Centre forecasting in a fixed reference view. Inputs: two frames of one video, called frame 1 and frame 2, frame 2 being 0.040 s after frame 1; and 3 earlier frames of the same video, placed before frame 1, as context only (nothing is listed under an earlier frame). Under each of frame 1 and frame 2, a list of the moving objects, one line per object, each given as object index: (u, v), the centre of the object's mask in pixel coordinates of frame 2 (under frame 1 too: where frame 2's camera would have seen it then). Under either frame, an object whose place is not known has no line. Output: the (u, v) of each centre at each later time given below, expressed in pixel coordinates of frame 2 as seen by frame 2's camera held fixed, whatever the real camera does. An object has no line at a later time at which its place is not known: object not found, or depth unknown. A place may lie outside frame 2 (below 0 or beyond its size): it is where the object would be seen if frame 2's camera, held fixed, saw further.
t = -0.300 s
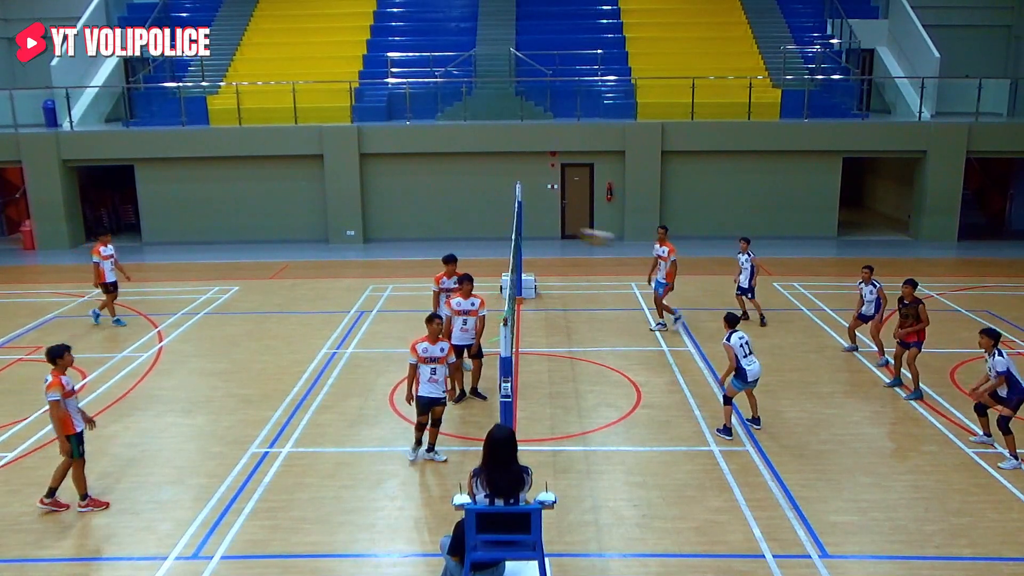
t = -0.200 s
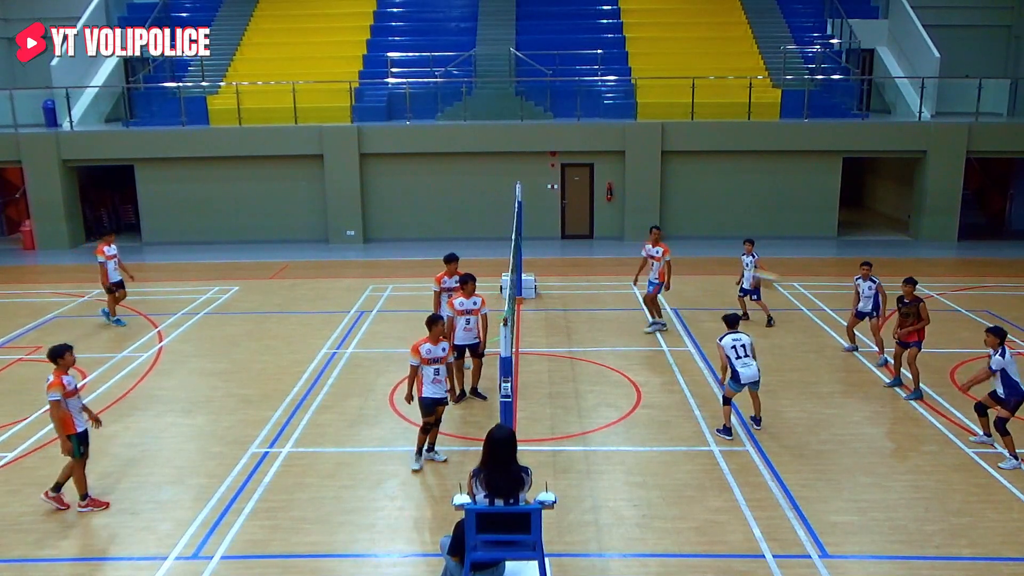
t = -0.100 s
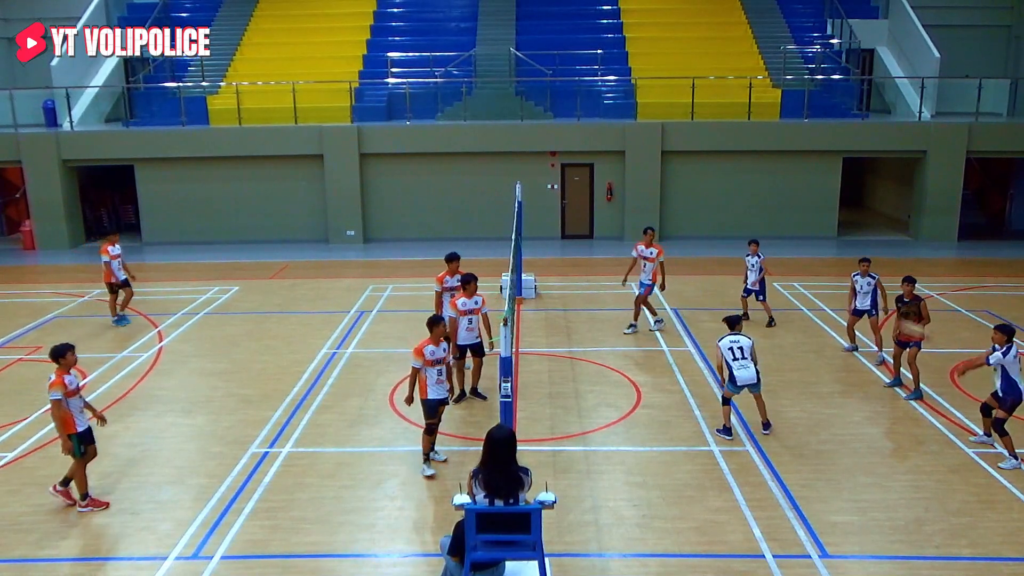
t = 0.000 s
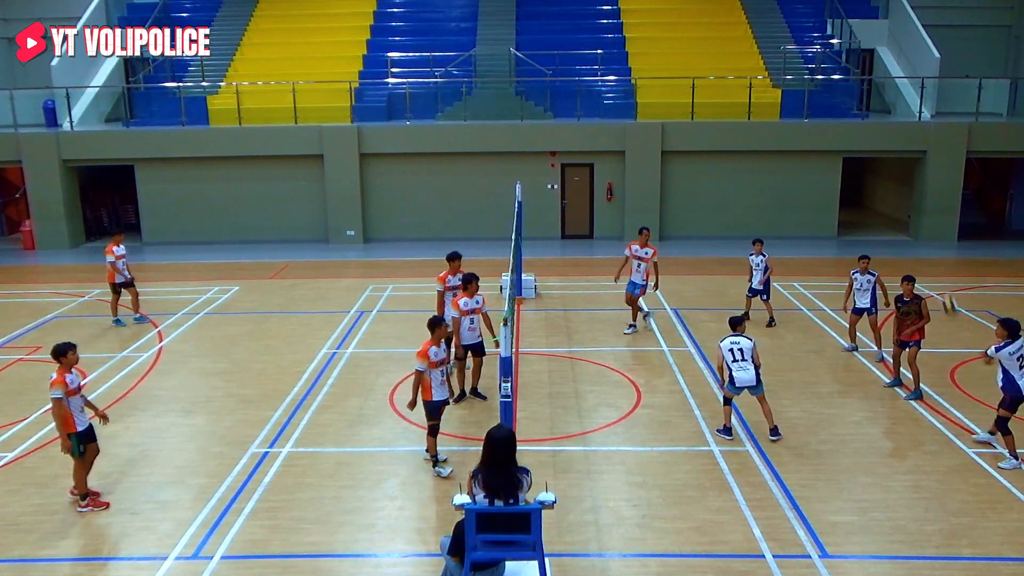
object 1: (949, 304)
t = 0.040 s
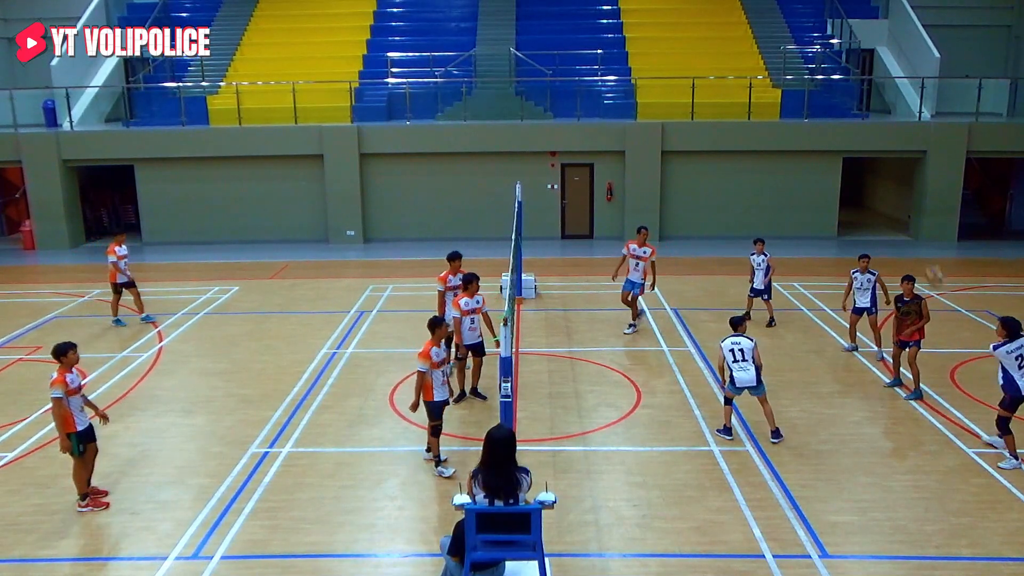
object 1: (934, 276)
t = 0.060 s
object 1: (928, 262)
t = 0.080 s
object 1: (922, 248)
